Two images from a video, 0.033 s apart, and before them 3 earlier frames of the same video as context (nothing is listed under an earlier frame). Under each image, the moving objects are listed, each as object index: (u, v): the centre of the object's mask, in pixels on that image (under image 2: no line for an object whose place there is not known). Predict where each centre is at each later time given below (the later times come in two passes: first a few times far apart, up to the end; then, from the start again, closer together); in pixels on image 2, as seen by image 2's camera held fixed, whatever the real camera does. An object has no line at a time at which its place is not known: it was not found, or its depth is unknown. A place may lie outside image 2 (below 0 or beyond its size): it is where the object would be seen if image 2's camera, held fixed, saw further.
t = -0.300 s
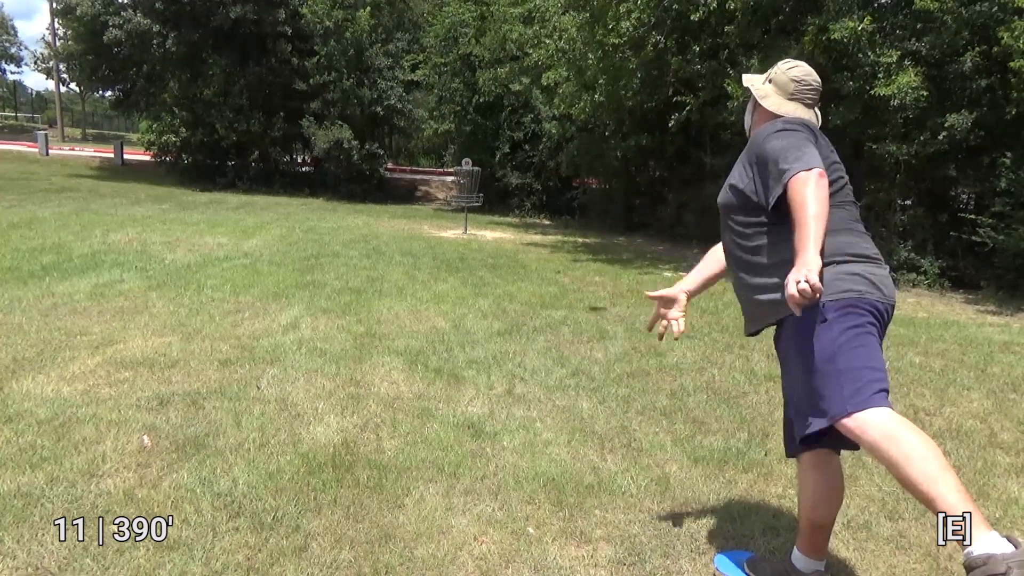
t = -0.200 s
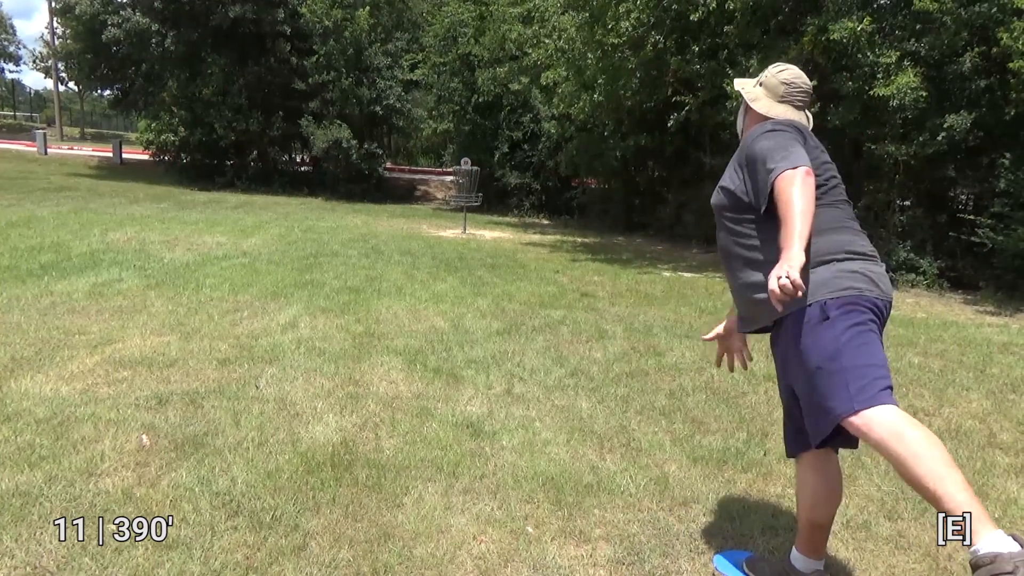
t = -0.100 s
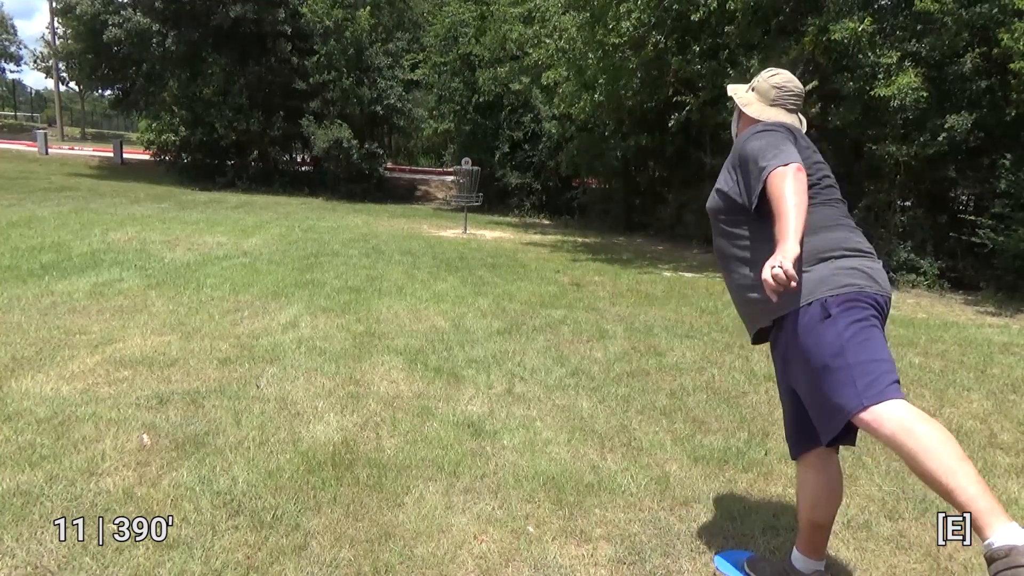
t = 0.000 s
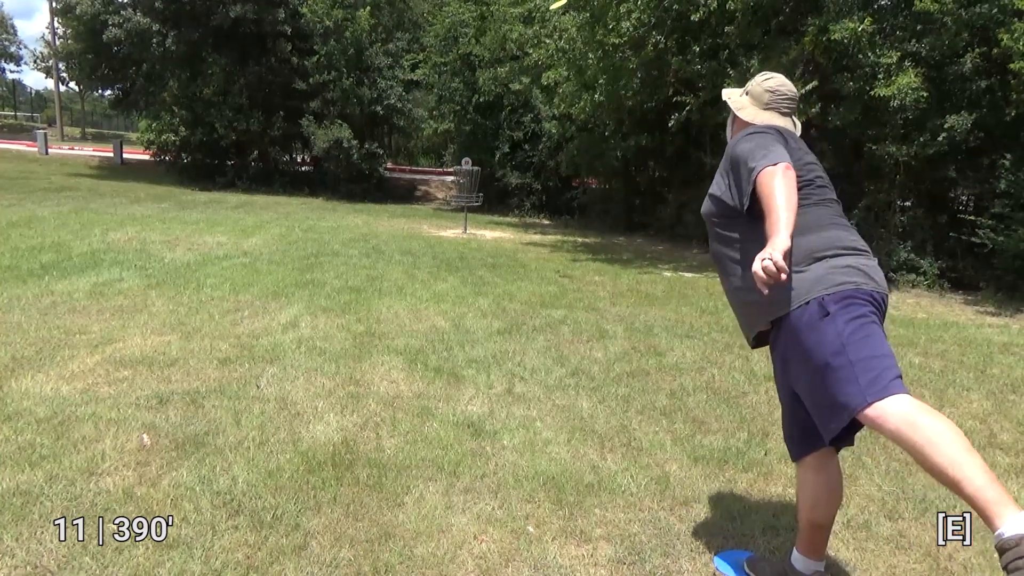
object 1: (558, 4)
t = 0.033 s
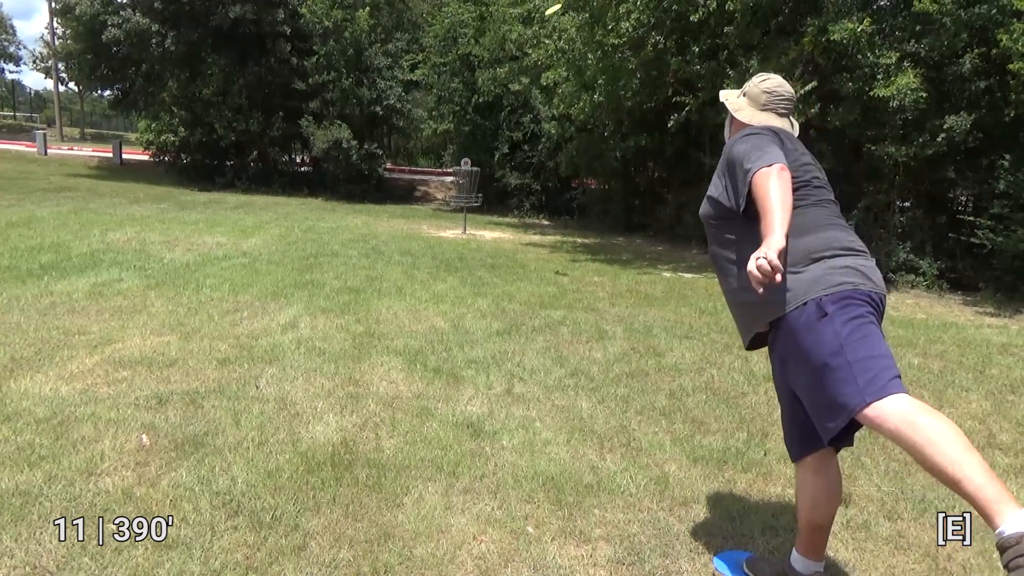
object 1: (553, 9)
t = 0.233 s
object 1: (527, 39)
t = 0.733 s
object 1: (445, 129)
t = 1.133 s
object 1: (360, 216)
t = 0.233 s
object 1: (527, 39)
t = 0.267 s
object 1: (522, 44)
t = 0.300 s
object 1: (518, 50)
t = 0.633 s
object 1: (464, 110)
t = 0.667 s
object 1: (458, 116)
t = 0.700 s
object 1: (452, 123)
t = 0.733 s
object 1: (445, 129)
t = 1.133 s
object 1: (360, 216)
